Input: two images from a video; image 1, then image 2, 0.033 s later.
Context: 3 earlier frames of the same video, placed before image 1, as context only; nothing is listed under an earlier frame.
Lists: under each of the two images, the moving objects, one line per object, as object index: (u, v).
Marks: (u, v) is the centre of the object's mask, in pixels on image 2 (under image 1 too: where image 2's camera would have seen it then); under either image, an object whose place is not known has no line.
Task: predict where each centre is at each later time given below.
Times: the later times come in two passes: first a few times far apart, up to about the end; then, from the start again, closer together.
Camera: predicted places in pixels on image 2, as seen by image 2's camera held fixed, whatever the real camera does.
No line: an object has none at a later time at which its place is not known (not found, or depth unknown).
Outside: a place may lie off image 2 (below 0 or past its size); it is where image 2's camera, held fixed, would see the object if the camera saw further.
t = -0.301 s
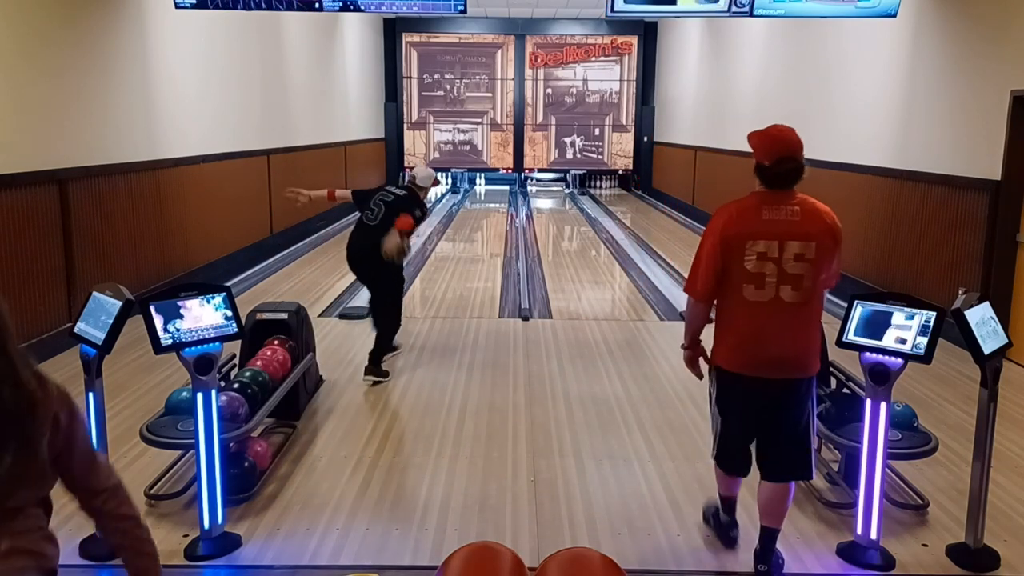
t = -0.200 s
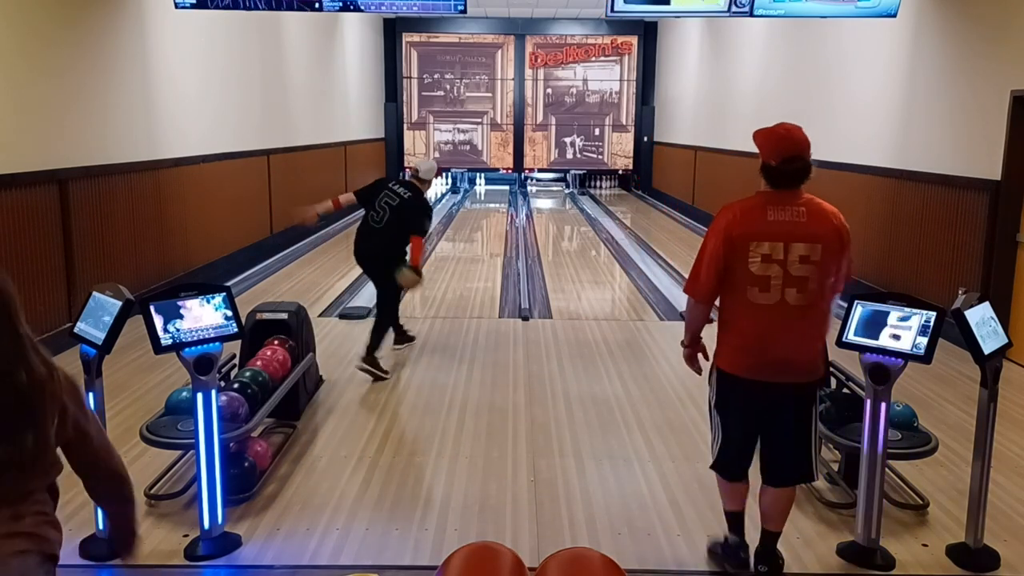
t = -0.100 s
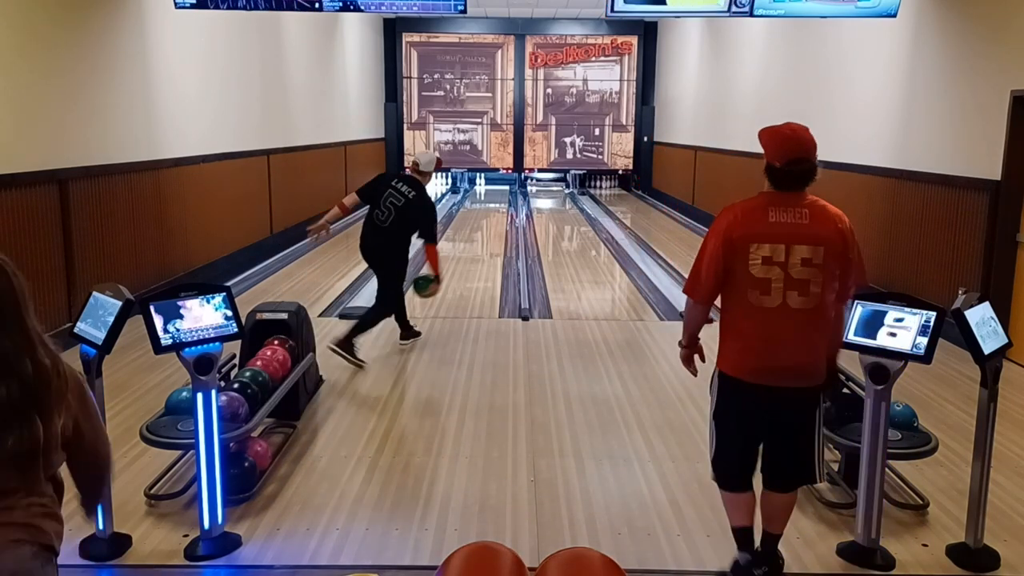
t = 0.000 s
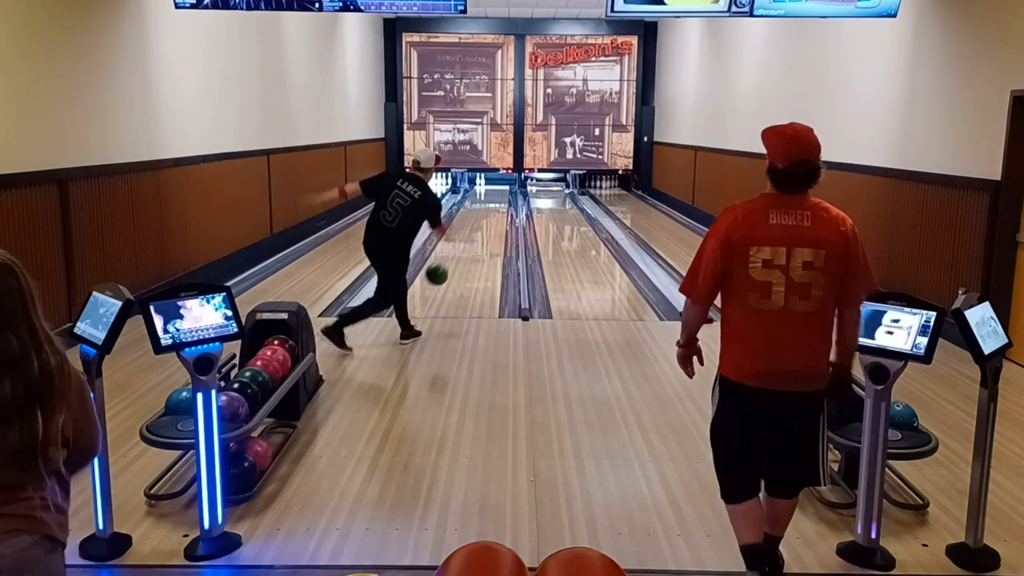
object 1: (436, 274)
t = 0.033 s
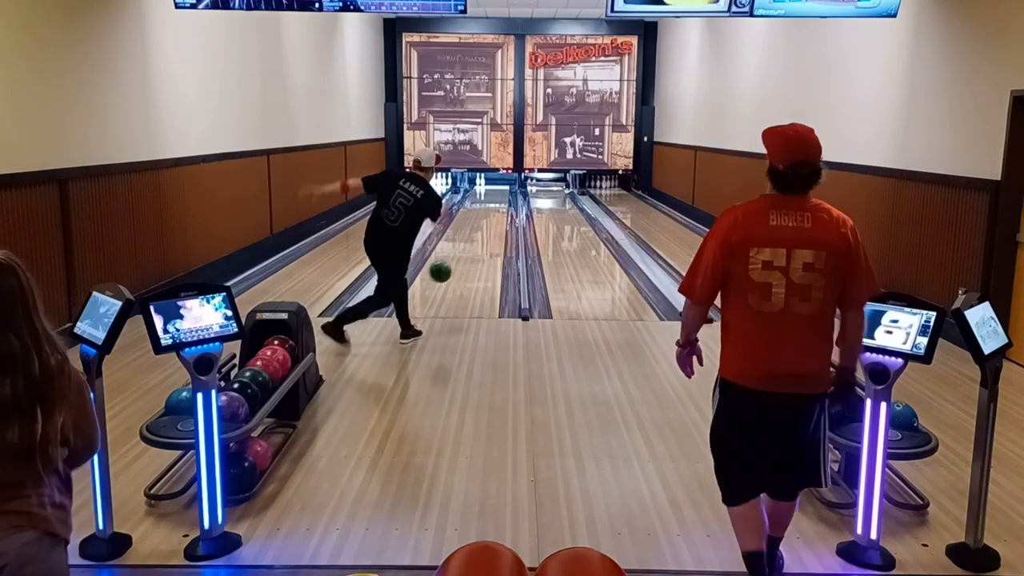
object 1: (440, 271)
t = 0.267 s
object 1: (460, 282)
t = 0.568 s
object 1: (477, 257)
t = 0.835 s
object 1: (487, 240)
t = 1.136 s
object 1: (494, 226)
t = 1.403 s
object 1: (498, 216)
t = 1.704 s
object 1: (501, 207)
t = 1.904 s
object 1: (501, 202)
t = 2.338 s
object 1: (498, 194)
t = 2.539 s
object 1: (494, 190)
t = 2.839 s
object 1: (486, 186)
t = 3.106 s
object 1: (478, 185)
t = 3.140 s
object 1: (478, 184)
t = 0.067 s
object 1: (443, 270)
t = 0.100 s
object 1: (446, 269)
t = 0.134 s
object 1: (449, 270)
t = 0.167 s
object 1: (452, 272)
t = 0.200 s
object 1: (455, 275)
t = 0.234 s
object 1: (458, 278)
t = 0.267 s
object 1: (460, 282)
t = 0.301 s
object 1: (462, 280)
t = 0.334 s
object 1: (464, 277)
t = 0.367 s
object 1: (466, 274)
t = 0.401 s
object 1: (468, 271)
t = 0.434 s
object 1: (470, 268)
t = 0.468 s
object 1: (472, 265)
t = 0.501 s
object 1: (473, 263)
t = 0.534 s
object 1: (475, 260)
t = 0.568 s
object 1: (477, 257)
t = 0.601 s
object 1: (478, 255)
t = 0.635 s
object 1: (480, 252)
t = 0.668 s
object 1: (481, 250)
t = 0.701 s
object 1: (482, 248)
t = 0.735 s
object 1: (483, 246)
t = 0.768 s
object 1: (484, 244)
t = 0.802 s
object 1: (485, 242)
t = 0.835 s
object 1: (487, 240)
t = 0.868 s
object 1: (487, 238)
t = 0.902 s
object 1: (488, 237)
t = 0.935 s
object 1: (489, 235)
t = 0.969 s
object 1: (490, 233)
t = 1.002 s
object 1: (491, 232)
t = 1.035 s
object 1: (492, 230)
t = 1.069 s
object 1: (492, 229)
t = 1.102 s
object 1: (493, 227)
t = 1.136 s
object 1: (494, 226)
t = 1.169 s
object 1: (495, 224)
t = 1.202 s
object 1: (495, 223)
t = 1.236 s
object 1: (496, 222)
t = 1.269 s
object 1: (497, 220)
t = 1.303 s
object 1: (497, 219)
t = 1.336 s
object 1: (497, 218)
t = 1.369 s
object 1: (498, 217)
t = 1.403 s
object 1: (498, 216)
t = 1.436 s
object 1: (499, 215)
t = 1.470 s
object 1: (499, 214)
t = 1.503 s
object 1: (499, 213)
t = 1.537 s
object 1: (500, 212)
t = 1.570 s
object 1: (500, 211)
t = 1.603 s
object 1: (501, 210)
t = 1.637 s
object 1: (501, 209)
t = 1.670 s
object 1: (501, 208)
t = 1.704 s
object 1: (501, 207)
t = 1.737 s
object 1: (501, 206)
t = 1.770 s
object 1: (501, 206)
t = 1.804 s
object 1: (501, 205)
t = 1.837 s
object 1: (501, 204)
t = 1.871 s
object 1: (501, 203)
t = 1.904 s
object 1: (501, 202)
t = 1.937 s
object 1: (501, 201)
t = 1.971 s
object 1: (501, 201)
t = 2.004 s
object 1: (501, 200)
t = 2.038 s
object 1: (501, 200)
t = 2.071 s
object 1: (501, 199)
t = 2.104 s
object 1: (501, 197)
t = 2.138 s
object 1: (500, 197)
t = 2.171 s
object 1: (500, 197)
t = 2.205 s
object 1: (500, 196)
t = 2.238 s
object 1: (499, 195)
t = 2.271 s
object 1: (499, 195)
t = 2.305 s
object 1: (499, 194)
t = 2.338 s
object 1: (498, 194)
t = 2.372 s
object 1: (497, 193)
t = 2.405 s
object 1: (497, 192)
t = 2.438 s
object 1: (496, 192)
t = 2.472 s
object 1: (496, 192)
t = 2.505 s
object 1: (495, 191)
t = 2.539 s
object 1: (494, 190)
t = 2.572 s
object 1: (493, 190)
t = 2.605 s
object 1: (492, 190)
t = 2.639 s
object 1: (491, 189)
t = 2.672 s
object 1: (491, 189)
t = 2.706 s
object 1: (490, 188)
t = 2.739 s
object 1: (489, 188)
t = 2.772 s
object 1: (488, 187)
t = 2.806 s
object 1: (487, 186)
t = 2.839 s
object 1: (486, 186)
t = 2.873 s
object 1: (485, 186)
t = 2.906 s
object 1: (484, 185)
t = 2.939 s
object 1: (483, 185)
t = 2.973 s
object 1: (482, 185)
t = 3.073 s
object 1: (479, 185)
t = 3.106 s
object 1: (478, 185)
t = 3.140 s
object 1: (478, 184)
